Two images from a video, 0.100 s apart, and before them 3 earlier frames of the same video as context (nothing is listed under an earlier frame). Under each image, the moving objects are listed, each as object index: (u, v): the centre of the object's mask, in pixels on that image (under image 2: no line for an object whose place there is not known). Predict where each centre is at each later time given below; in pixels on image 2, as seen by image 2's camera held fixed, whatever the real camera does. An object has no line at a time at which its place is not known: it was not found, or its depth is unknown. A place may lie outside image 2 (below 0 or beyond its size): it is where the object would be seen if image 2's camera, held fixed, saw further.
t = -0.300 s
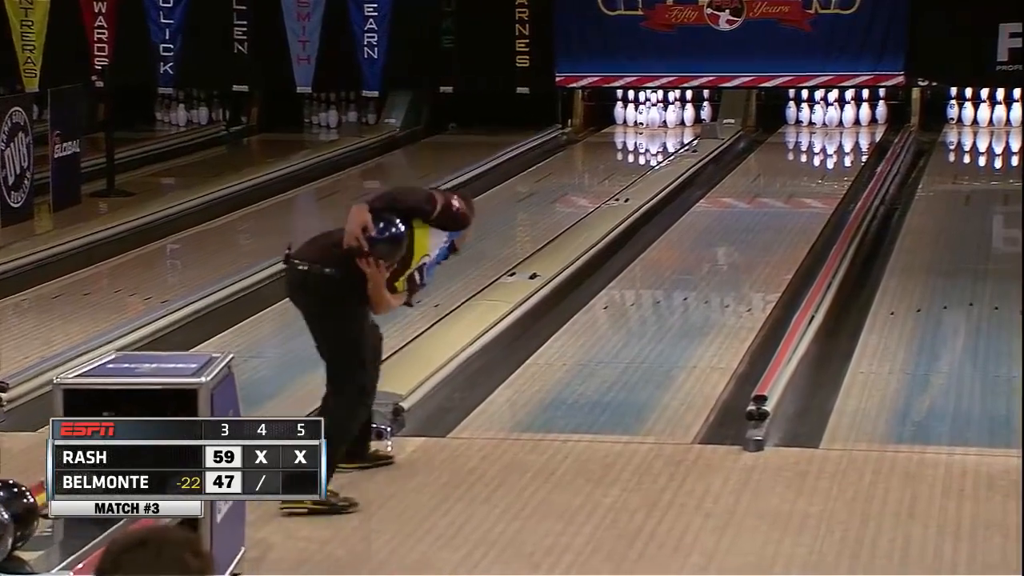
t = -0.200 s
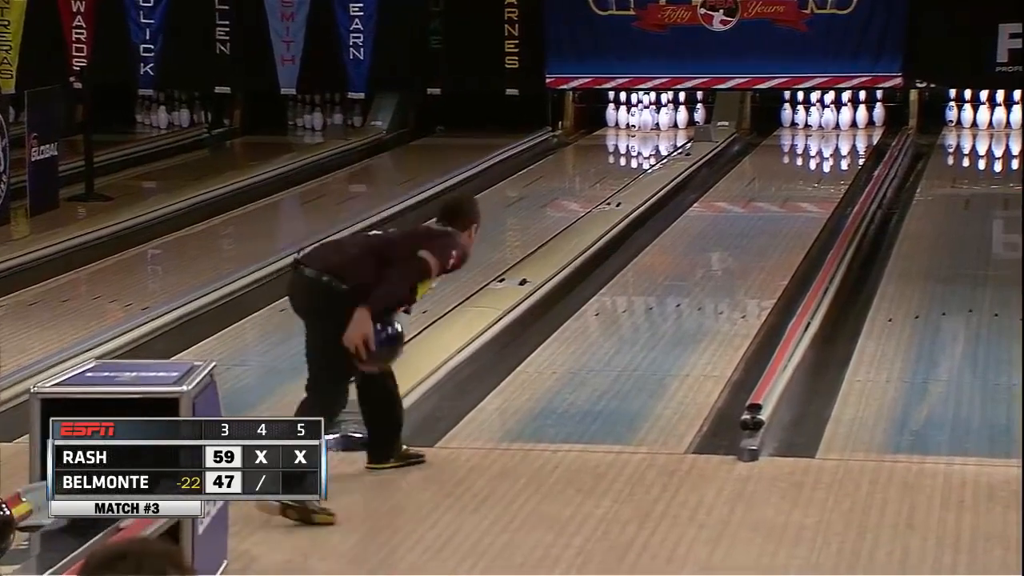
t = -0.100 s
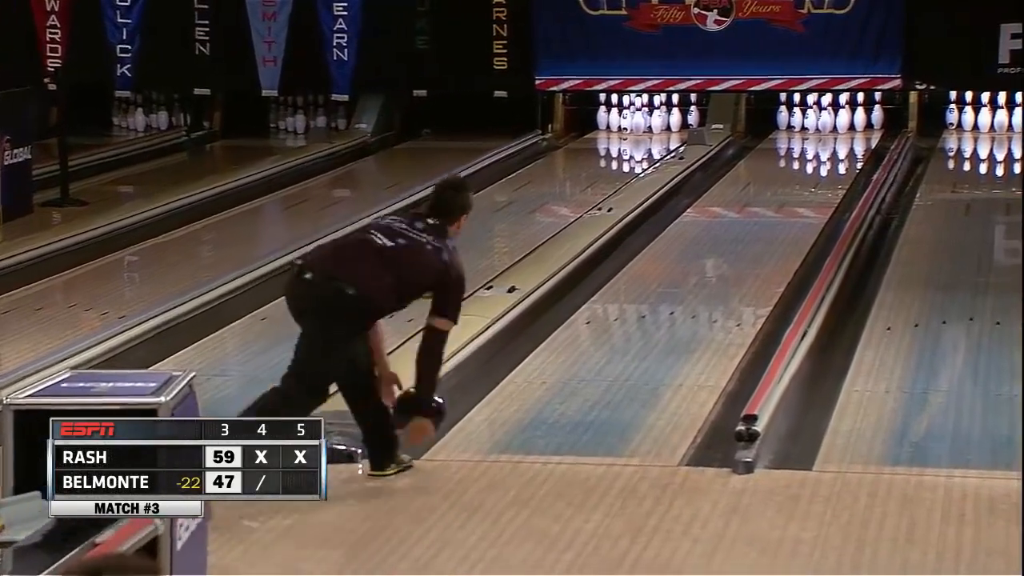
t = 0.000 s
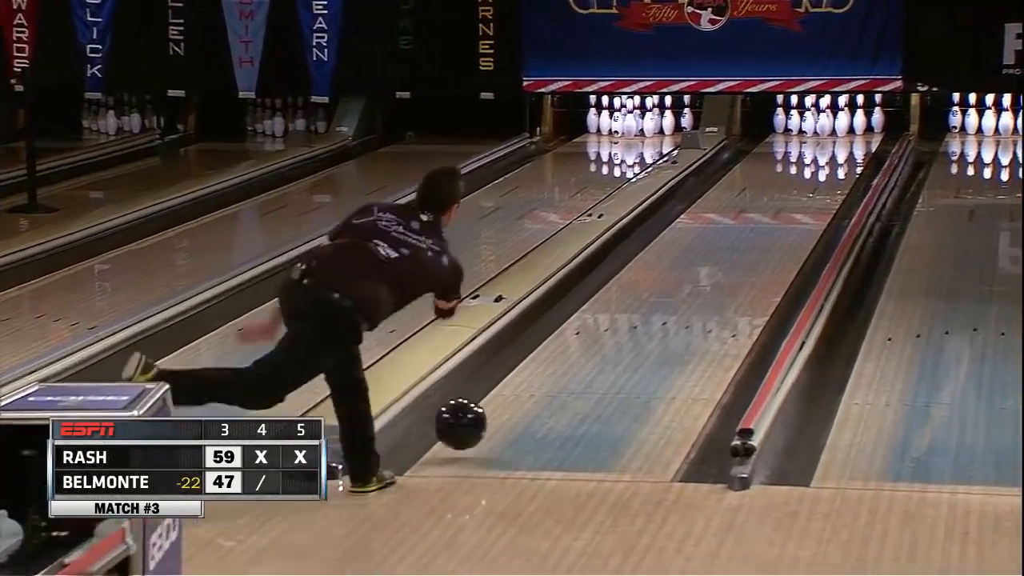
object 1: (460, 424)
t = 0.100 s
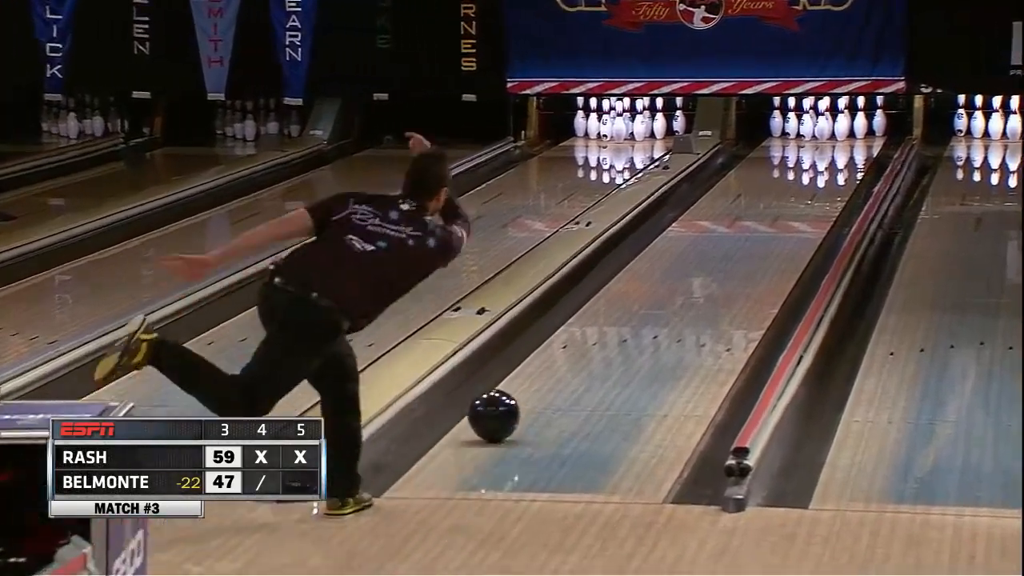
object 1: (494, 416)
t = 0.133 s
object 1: (510, 404)
